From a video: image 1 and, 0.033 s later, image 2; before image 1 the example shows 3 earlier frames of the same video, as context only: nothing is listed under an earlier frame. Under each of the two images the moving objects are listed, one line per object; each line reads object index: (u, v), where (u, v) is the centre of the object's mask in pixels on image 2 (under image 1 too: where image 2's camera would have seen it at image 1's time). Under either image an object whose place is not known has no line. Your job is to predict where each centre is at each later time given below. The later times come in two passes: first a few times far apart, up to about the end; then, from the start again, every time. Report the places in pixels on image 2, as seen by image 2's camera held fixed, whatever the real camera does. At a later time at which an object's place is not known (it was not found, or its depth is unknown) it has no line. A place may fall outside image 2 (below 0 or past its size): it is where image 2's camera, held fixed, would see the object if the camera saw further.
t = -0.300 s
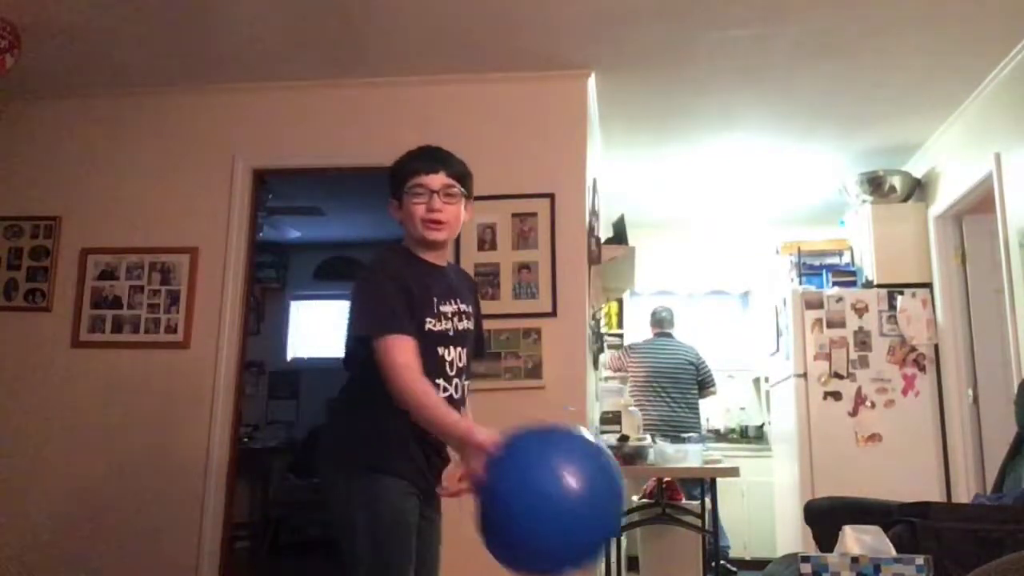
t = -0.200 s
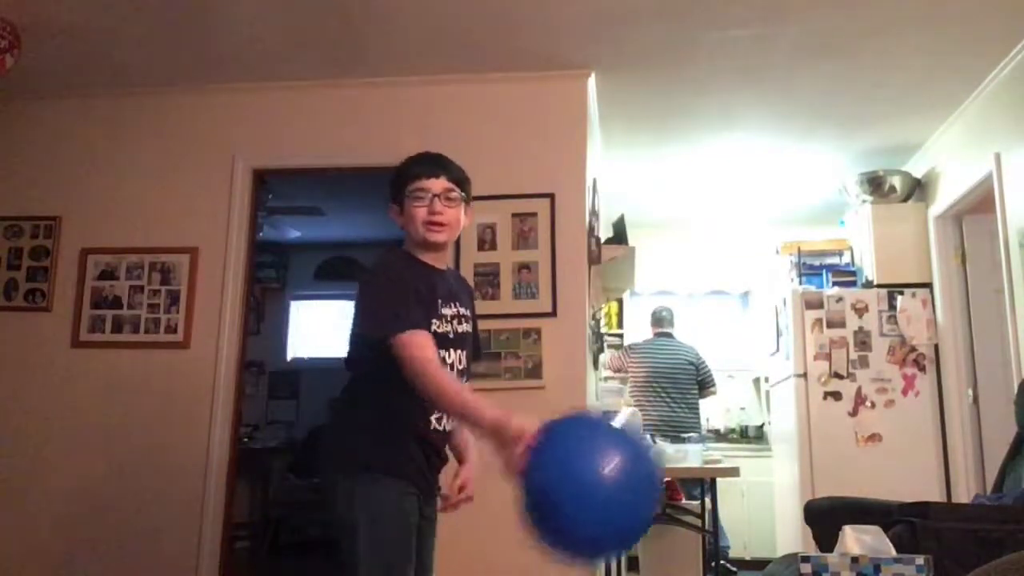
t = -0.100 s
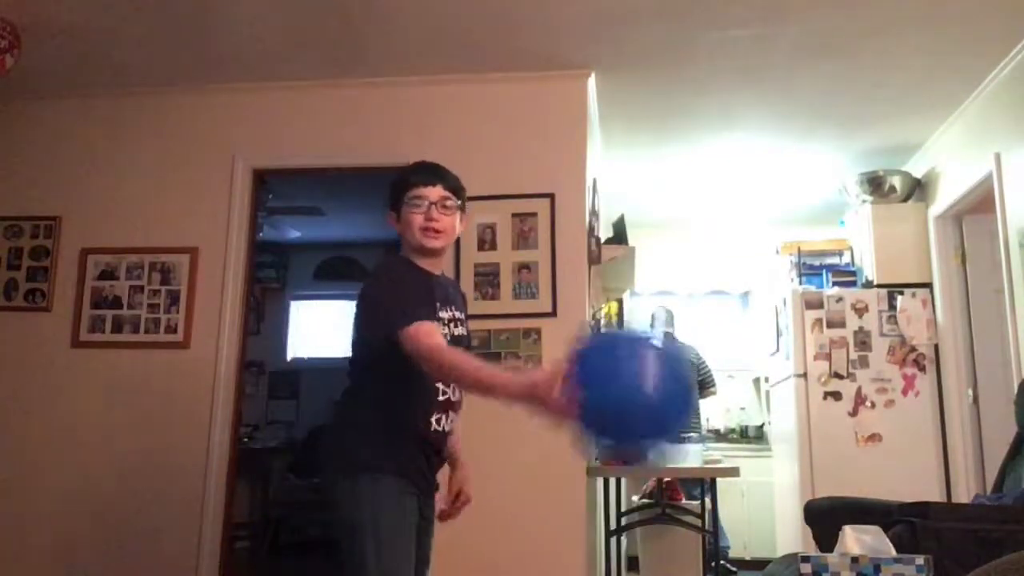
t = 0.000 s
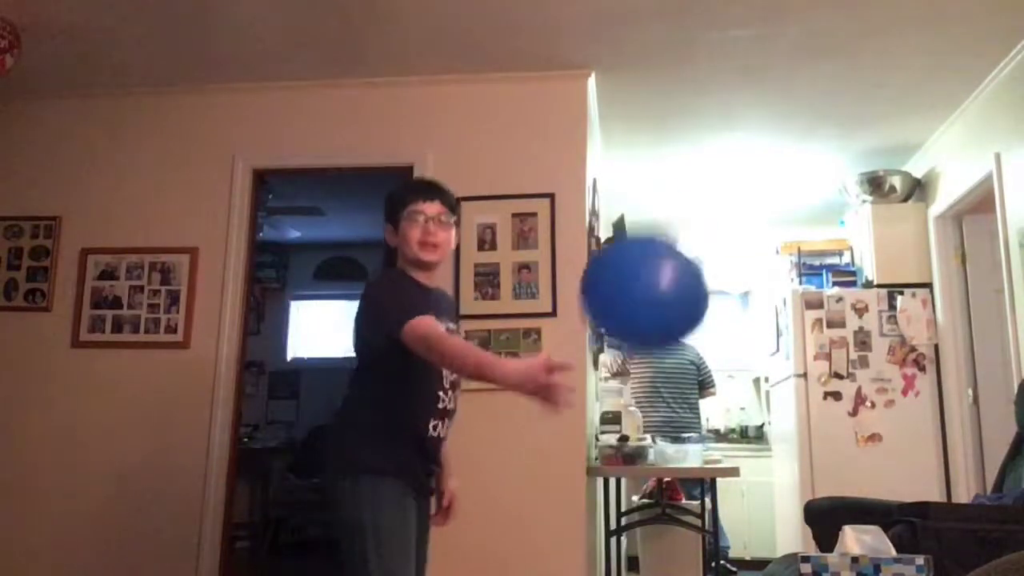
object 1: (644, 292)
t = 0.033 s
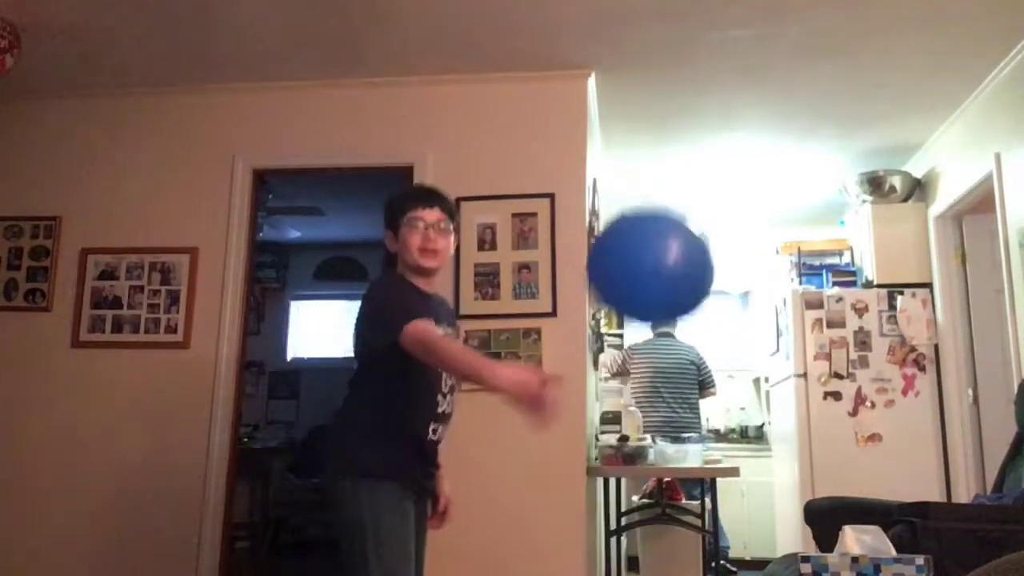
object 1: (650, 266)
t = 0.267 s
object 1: (670, 161)
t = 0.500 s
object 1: (670, 135)
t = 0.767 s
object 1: (678, 156)
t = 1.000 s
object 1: (691, 211)
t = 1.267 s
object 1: (711, 308)
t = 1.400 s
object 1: (723, 370)
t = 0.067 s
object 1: (655, 246)
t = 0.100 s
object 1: (659, 228)
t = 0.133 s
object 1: (663, 211)
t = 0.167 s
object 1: (666, 195)
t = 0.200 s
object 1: (668, 182)
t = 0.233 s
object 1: (669, 170)
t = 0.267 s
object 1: (670, 161)
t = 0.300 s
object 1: (670, 153)
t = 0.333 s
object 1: (670, 147)
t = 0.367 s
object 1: (670, 142)
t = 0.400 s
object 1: (670, 139)
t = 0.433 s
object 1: (670, 136)
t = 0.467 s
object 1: (670, 135)
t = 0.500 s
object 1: (670, 135)
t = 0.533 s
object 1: (670, 135)
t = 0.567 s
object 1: (671, 136)
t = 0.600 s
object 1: (672, 138)
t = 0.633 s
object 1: (673, 140)
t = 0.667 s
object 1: (674, 143)
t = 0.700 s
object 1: (675, 146)
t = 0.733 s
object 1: (676, 151)
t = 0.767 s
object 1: (678, 156)
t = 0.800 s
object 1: (679, 162)
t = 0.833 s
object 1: (681, 168)
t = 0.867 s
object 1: (683, 176)
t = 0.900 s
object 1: (685, 183)
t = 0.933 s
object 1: (687, 192)
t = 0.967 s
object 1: (689, 201)
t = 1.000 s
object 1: (691, 211)
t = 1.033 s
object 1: (693, 222)
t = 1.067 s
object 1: (695, 232)
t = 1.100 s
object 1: (698, 243)
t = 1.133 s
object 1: (701, 254)
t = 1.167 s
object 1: (703, 266)
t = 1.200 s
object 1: (706, 280)
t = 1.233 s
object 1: (709, 294)
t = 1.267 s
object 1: (711, 308)
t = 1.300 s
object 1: (714, 323)
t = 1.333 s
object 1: (717, 338)
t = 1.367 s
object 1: (720, 354)
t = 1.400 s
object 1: (723, 370)
